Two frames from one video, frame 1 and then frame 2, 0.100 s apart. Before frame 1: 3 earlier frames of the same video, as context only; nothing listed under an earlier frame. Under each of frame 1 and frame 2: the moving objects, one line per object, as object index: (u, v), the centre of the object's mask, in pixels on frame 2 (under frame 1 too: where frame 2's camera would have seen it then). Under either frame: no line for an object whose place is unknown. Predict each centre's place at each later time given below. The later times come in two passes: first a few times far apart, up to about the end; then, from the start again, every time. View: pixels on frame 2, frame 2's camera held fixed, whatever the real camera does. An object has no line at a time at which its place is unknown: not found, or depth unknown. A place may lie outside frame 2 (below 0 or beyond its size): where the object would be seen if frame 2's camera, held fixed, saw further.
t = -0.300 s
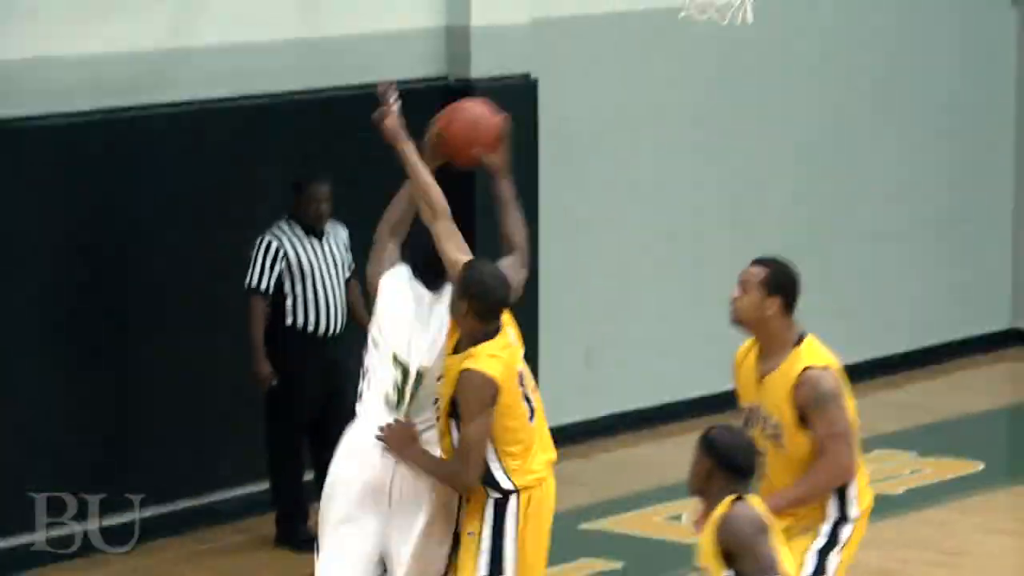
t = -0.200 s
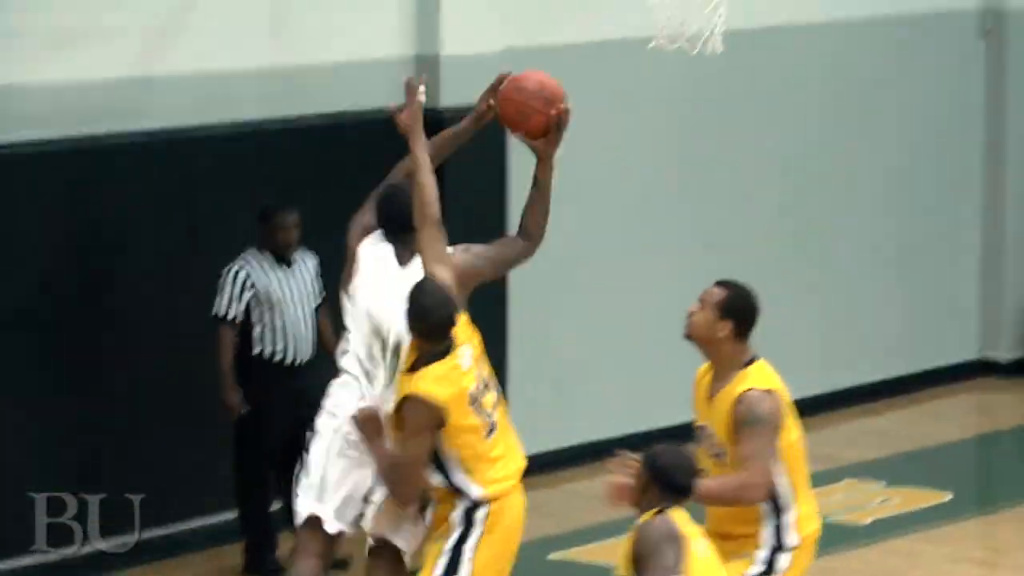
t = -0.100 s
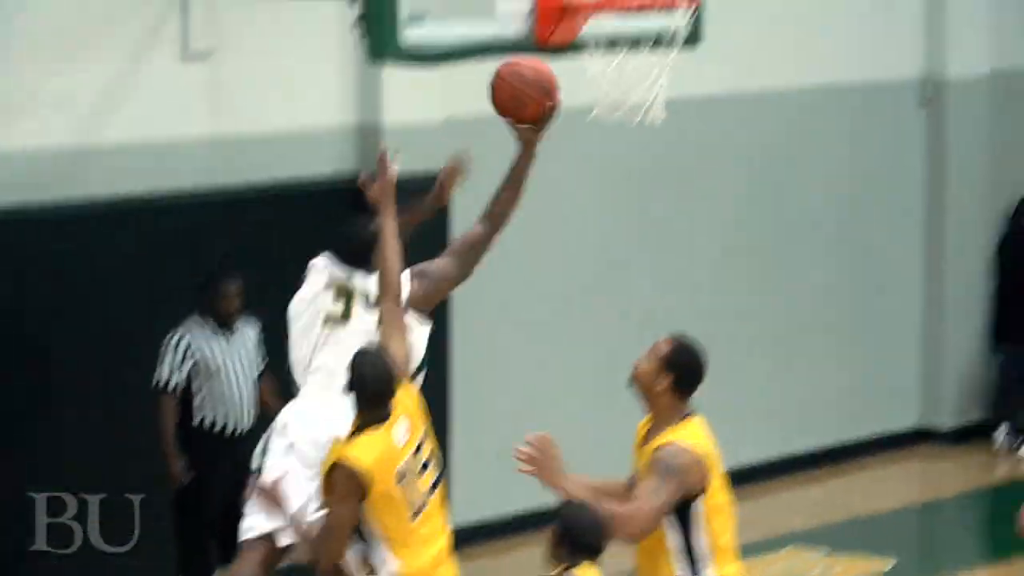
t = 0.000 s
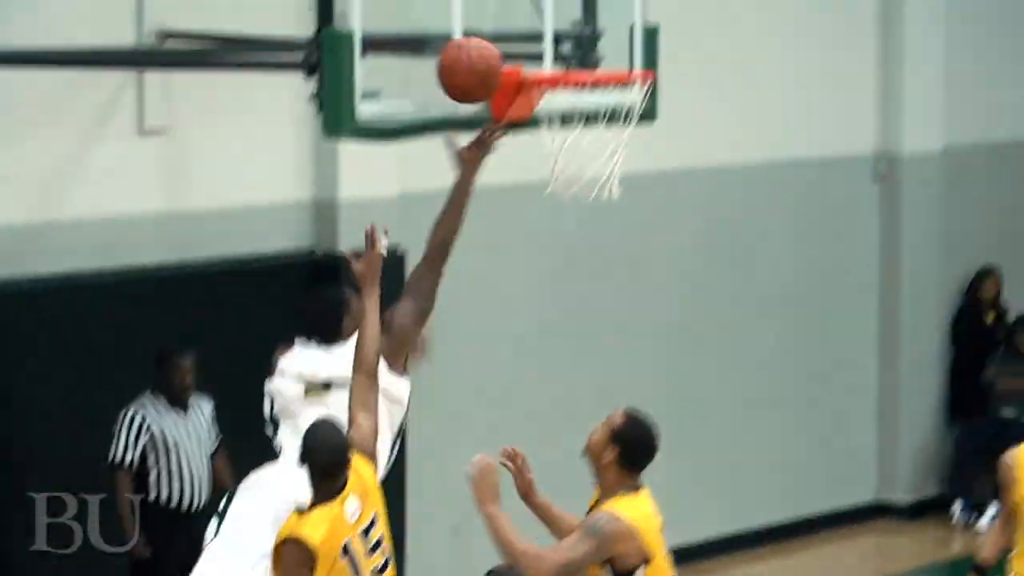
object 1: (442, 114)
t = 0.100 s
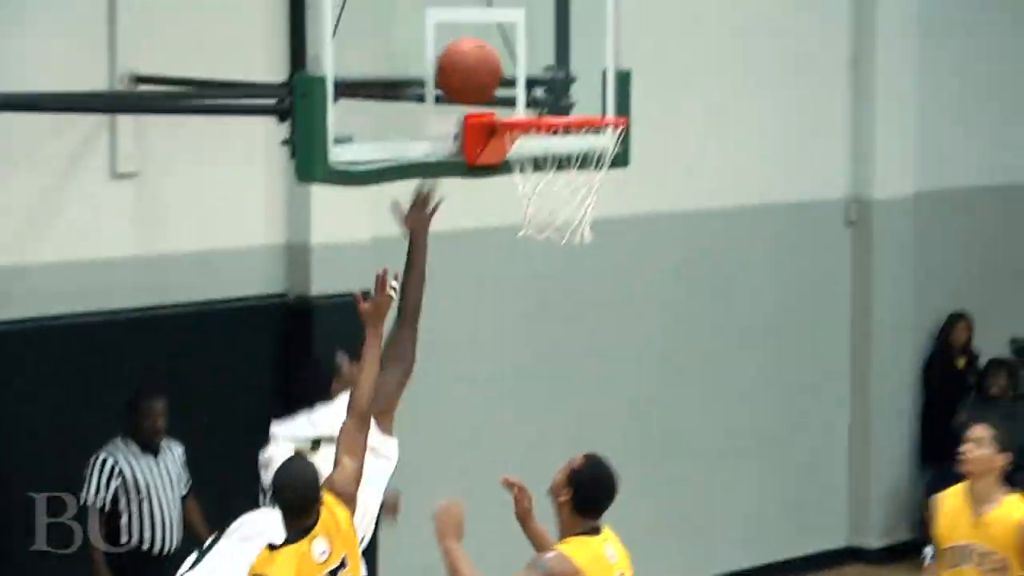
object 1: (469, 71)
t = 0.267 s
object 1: (576, 92)
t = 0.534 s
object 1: (573, 101)
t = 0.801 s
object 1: (523, 191)
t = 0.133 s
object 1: (490, 71)
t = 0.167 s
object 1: (511, 72)
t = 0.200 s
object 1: (533, 77)
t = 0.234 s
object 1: (556, 84)
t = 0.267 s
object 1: (576, 92)
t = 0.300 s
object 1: (581, 91)
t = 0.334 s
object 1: (584, 90)
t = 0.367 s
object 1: (588, 92)
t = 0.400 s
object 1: (591, 94)
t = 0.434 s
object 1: (594, 98)
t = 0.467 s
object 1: (588, 98)
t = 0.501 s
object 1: (580, 99)
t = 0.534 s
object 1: (573, 101)
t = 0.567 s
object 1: (567, 116)
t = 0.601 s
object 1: (561, 120)
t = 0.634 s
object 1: (554, 129)
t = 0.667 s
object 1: (546, 140)
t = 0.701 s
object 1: (540, 152)
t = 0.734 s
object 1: (532, 160)
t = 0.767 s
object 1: (528, 177)
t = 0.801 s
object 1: (523, 191)
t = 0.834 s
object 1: (522, 203)
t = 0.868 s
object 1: (522, 217)
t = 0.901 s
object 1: (523, 233)
